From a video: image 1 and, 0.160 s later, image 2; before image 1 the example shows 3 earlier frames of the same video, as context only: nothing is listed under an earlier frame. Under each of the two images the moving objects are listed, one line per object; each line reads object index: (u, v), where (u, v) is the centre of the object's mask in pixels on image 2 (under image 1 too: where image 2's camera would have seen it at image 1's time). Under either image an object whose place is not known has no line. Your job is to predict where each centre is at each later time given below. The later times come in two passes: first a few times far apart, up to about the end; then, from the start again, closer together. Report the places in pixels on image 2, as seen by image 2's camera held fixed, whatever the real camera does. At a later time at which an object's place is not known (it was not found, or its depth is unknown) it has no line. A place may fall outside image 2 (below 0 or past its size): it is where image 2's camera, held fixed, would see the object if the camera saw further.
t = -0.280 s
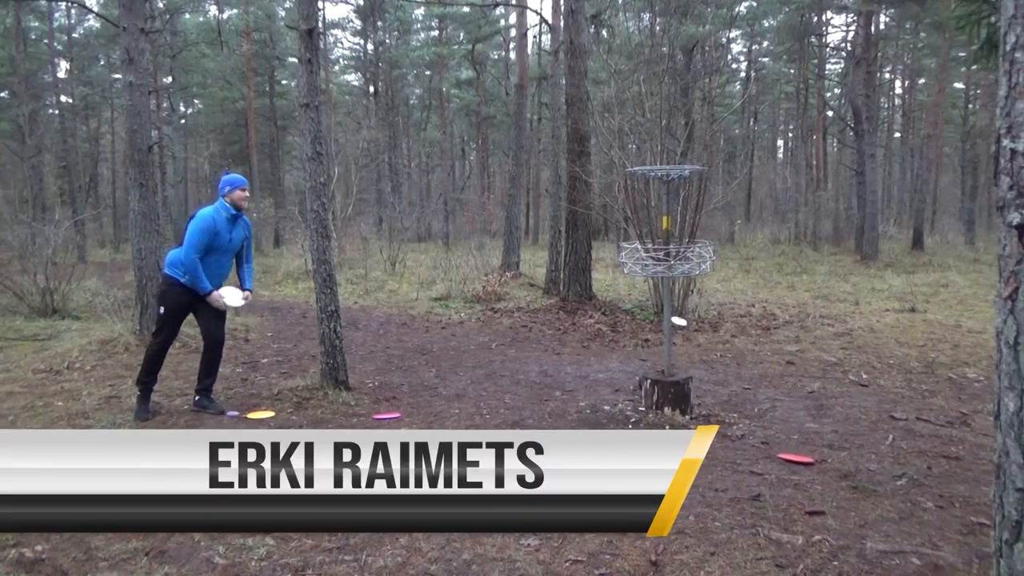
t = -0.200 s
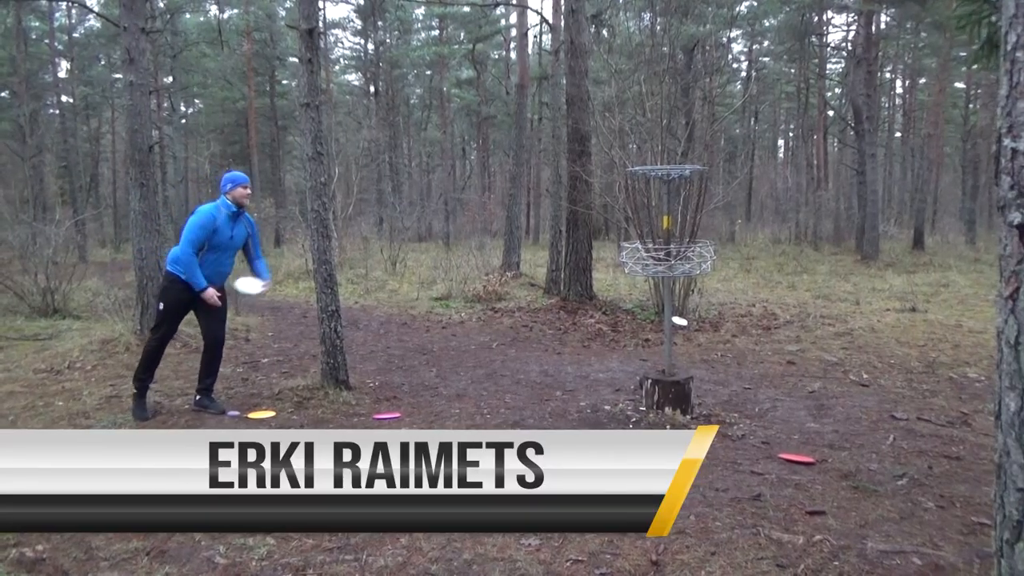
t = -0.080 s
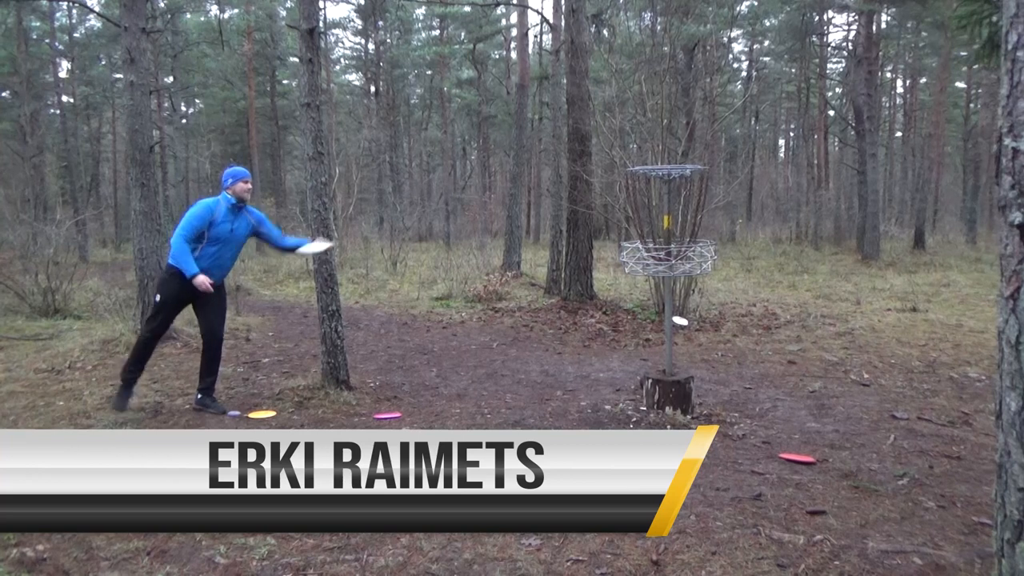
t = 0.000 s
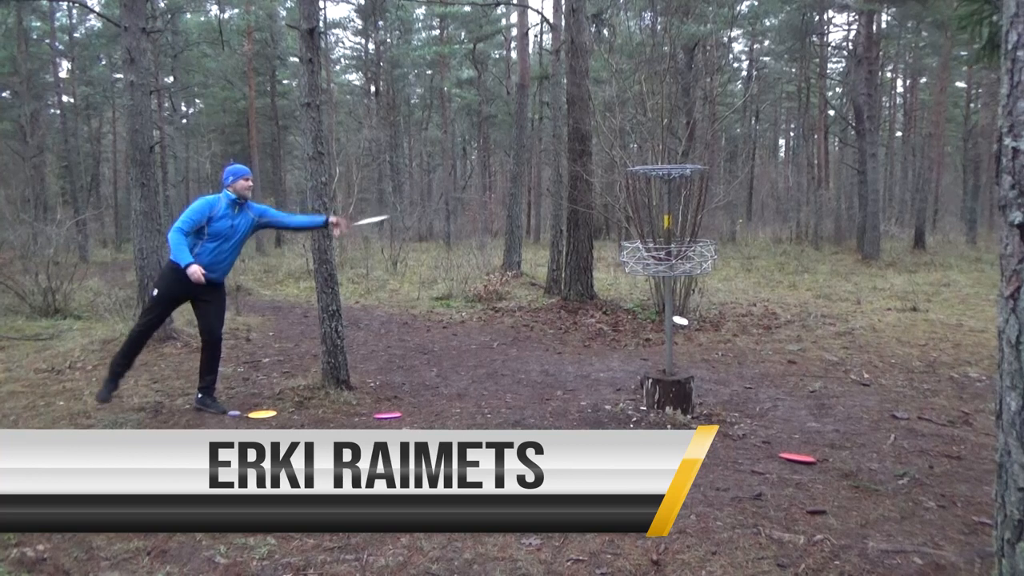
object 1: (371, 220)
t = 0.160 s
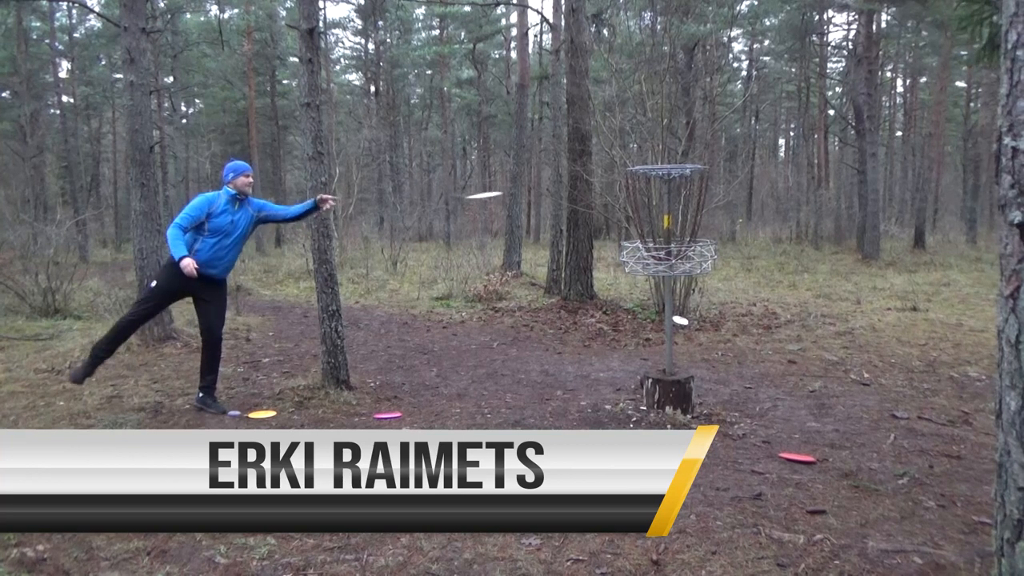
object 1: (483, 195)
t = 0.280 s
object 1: (570, 198)
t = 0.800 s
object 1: (636, 251)
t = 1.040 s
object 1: (634, 259)
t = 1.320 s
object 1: (634, 260)
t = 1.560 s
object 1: (634, 259)
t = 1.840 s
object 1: (634, 259)
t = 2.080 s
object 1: (634, 259)
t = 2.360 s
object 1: (634, 259)
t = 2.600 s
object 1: (634, 259)
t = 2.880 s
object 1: (634, 259)
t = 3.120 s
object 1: (634, 259)
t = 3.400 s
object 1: (634, 259)
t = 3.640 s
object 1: (634, 260)
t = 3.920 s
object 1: (634, 260)
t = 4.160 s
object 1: (634, 260)
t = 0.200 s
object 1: (510, 196)
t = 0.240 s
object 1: (540, 195)
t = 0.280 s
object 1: (570, 198)
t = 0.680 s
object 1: (647, 255)
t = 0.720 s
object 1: (645, 252)
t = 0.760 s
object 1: (639, 251)
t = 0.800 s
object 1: (636, 251)
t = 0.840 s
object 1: (635, 256)
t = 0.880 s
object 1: (635, 257)
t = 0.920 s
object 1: (635, 259)
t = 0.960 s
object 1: (635, 259)
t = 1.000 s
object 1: (634, 259)
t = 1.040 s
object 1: (634, 259)
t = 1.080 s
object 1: (634, 259)
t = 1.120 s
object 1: (634, 259)
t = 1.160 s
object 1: (634, 259)
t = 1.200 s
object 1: (633, 259)
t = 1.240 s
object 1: (634, 260)
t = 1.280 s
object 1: (634, 259)
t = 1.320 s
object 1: (634, 260)
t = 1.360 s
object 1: (634, 260)
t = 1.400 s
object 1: (634, 260)
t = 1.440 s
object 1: (634, 260)
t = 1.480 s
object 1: (634, 259)
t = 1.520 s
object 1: (634, 259)
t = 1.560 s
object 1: (634, 259)
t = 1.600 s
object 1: (634, 259)
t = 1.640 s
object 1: (634, 260)
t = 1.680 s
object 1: (634, 260)
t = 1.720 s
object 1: (634, 260)
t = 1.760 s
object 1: (634, 259)
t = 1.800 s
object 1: (634, 260)
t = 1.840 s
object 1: (634, 259)
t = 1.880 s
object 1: (634, 260)
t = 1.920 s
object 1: (634, 260)
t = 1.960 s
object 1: (634, 259)
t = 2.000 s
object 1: (634, 259)
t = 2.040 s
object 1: (634, 259)
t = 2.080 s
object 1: (634, 259)
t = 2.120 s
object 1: (634, 259)
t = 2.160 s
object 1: (634, 259)
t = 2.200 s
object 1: (634, 259)
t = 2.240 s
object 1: (633, 259)
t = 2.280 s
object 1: (633, 259)
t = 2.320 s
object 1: (633, 259)
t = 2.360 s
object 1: (634, 259)
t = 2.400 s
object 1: (634, 259)
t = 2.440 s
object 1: (634, 260)
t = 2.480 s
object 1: (634, 260)
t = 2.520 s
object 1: (634, 259)
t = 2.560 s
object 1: (634, 259)
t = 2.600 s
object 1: (634, 259)
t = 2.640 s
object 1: (634, 259)
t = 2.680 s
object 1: (634, 259)
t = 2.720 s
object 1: (634, 259)
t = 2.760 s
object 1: (634, 260)
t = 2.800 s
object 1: (634, 260)
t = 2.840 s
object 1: (634, 259)
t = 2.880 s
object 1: (634, 259)
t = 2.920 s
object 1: (634, 259)
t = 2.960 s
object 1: (634, 260)
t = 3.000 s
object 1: (634, 260)
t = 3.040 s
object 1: (634, 259)
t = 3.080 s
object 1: (634, 259)
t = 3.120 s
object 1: (634, 259)
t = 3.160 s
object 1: (634, 259)
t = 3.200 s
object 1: (634, 259)
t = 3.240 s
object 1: (634, 259)
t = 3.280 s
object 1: (634, 259)
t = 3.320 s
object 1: (634, 259)
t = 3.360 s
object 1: (634, 259)
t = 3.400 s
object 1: (634, 259)
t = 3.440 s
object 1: (633, 259)
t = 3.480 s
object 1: (634, 260)
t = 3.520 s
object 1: (634, 260)
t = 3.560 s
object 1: (634, 260)
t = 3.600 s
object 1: (634, 260)
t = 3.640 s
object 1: (634, 260)
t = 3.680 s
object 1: (634, 260)
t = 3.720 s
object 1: (634, 260)
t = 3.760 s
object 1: (634, 260)
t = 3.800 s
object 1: (634, 260)
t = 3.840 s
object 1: (634, 259)
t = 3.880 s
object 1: (634, 259)
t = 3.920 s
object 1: (634, 260)
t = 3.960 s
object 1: (634, 260)
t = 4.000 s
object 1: (634, 260)
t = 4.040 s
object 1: (634, 260)
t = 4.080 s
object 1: (634, 260)
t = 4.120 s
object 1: (634, 260)
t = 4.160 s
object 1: (634, 260)
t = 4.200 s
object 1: (634, 259)
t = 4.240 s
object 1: (634, 259)
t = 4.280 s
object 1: (634, 259)
